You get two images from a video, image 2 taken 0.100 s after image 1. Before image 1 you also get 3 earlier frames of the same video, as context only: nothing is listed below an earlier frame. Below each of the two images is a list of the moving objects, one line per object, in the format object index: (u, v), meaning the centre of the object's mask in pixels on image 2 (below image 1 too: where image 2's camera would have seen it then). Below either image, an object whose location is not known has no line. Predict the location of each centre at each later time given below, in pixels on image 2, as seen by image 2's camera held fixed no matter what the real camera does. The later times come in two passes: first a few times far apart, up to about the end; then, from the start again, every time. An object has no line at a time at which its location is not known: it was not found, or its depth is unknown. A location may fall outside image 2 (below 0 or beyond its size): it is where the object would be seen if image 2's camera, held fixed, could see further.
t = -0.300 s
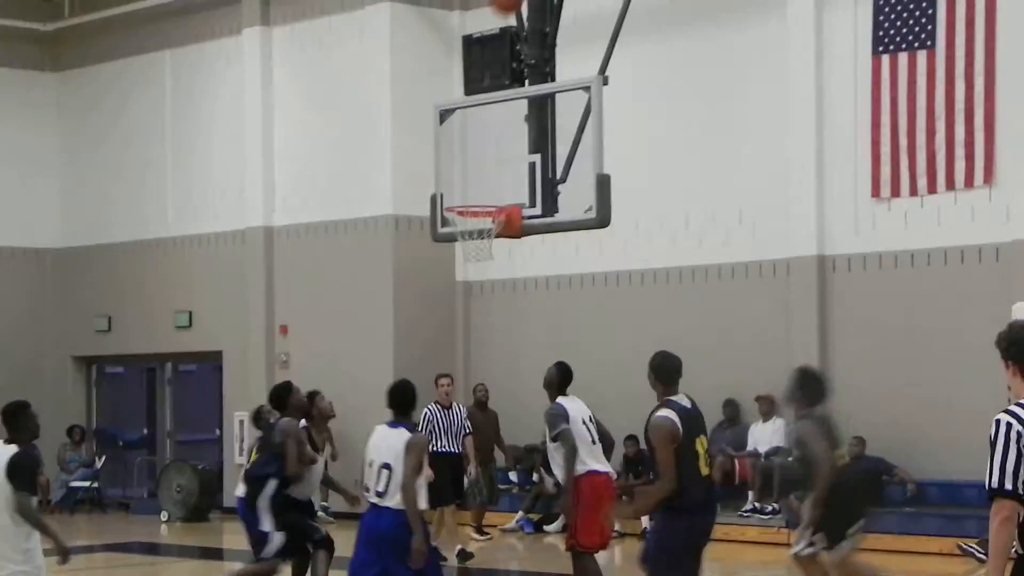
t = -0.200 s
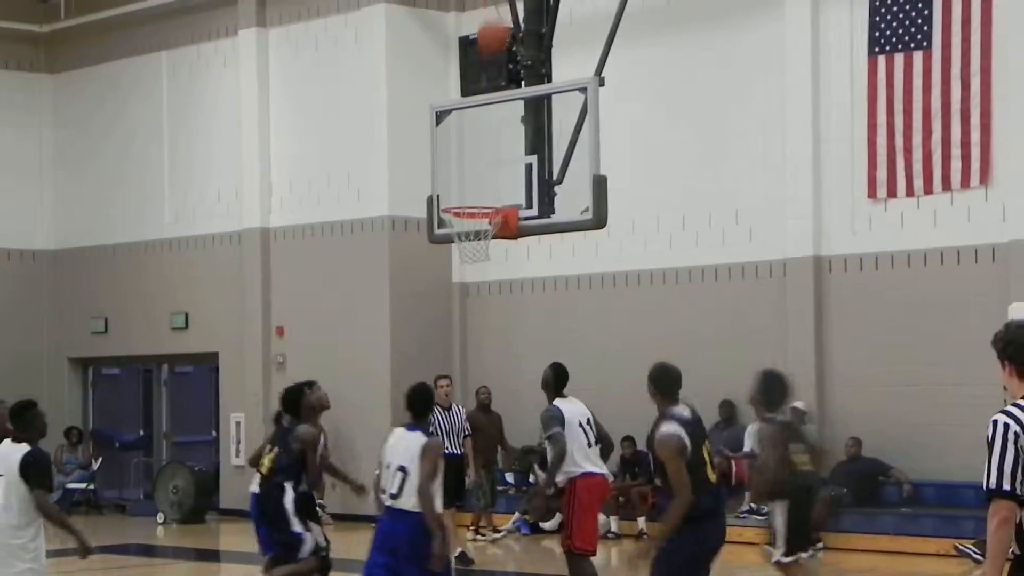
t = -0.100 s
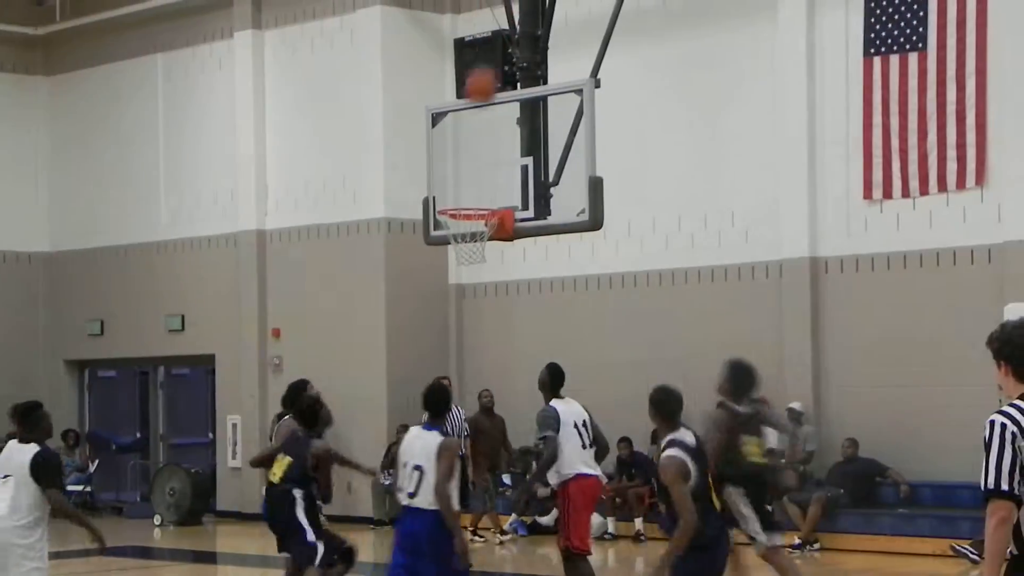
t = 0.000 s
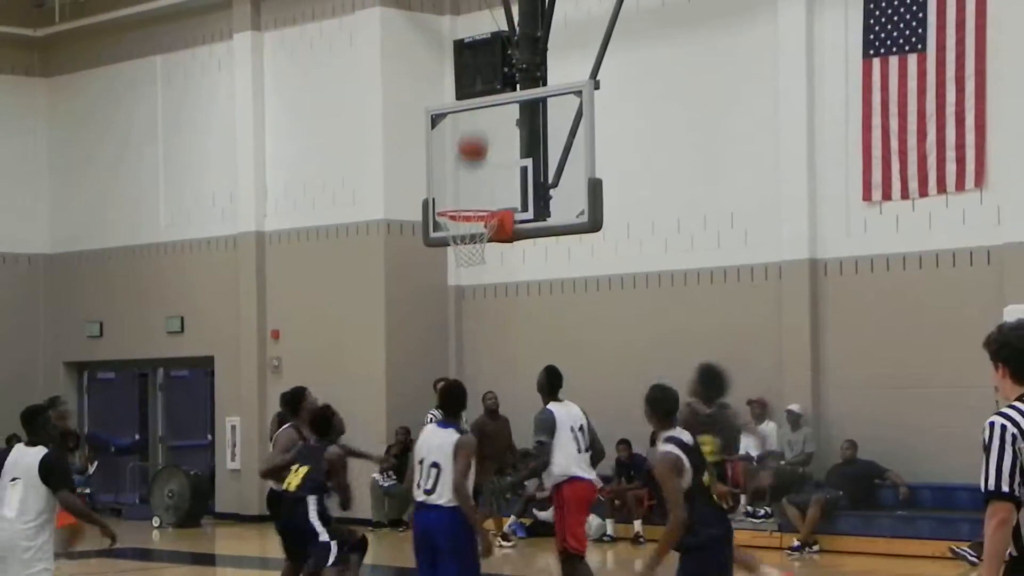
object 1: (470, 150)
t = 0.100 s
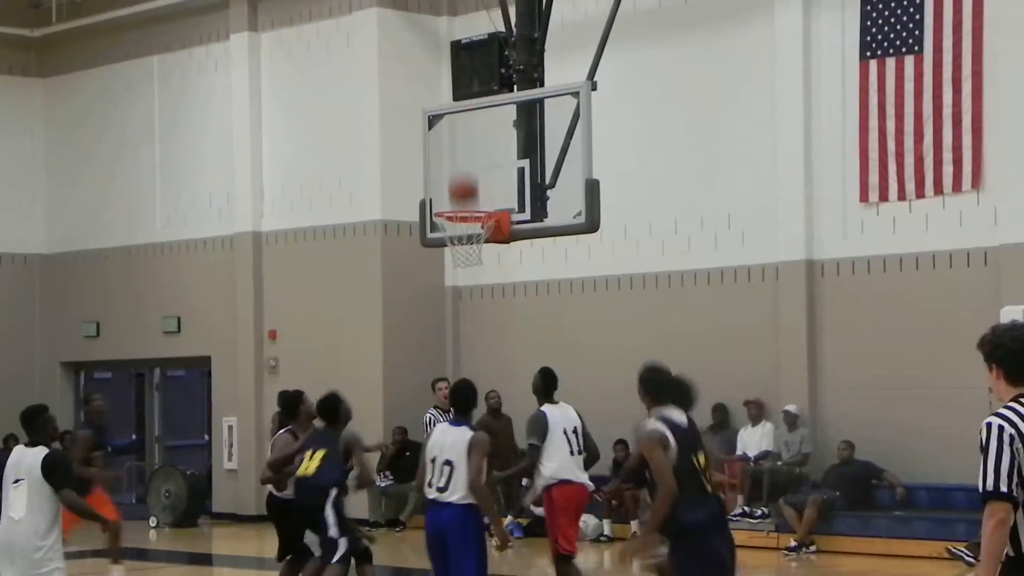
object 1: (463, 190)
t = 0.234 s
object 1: (461, 114)
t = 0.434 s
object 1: (460, 44)
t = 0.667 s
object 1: (458, 18)
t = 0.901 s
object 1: (458, 64)
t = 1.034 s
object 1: (458, 121)
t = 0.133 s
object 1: (463, 170)
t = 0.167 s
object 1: (462, 152)
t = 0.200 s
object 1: (461, 132)
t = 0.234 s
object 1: (461, 114)
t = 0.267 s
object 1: (462, 96)
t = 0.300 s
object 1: (461, 84)
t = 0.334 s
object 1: (461, 72)
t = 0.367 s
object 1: (461, 63)
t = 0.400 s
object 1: (460, 53)
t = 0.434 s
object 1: (460, 44)
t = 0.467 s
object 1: (460, 37)
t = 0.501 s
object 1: (459, 30)
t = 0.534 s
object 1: (458, 23)
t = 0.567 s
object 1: (458, 20)
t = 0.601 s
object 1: (458, 18)
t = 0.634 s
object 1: (458, 18)
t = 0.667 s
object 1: (458, 18)
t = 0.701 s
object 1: (458, 21)
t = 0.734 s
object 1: (457, 24)
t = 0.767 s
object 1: (458, 30)
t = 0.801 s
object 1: (458, 38)
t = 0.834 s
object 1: (458, 46)
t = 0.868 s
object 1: (458, 55)
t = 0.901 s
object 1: (458, 64)
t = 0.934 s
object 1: (458, 78)
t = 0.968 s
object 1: (458, 89)
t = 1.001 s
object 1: (458, 105)
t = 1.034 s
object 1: (458, 121)
